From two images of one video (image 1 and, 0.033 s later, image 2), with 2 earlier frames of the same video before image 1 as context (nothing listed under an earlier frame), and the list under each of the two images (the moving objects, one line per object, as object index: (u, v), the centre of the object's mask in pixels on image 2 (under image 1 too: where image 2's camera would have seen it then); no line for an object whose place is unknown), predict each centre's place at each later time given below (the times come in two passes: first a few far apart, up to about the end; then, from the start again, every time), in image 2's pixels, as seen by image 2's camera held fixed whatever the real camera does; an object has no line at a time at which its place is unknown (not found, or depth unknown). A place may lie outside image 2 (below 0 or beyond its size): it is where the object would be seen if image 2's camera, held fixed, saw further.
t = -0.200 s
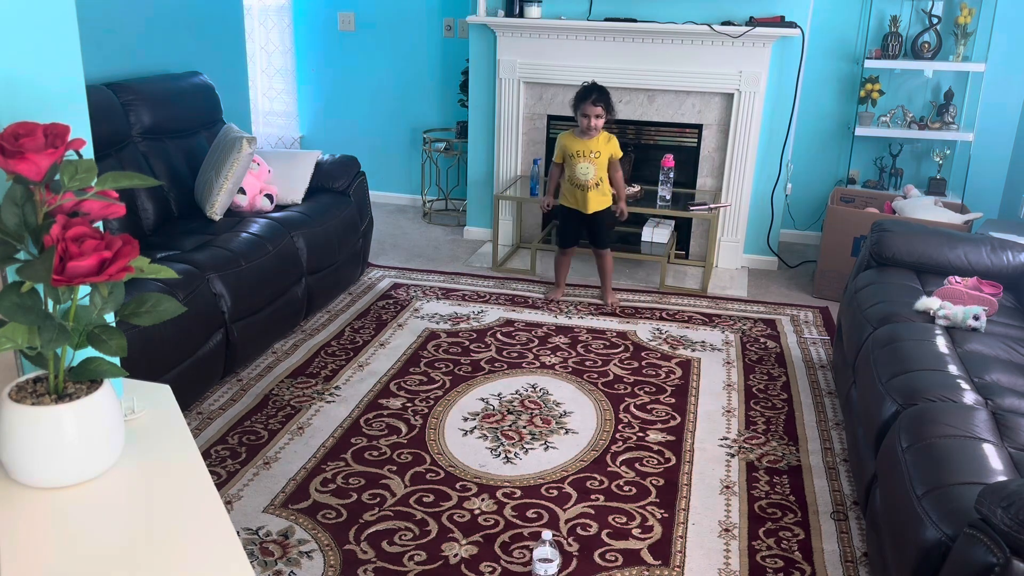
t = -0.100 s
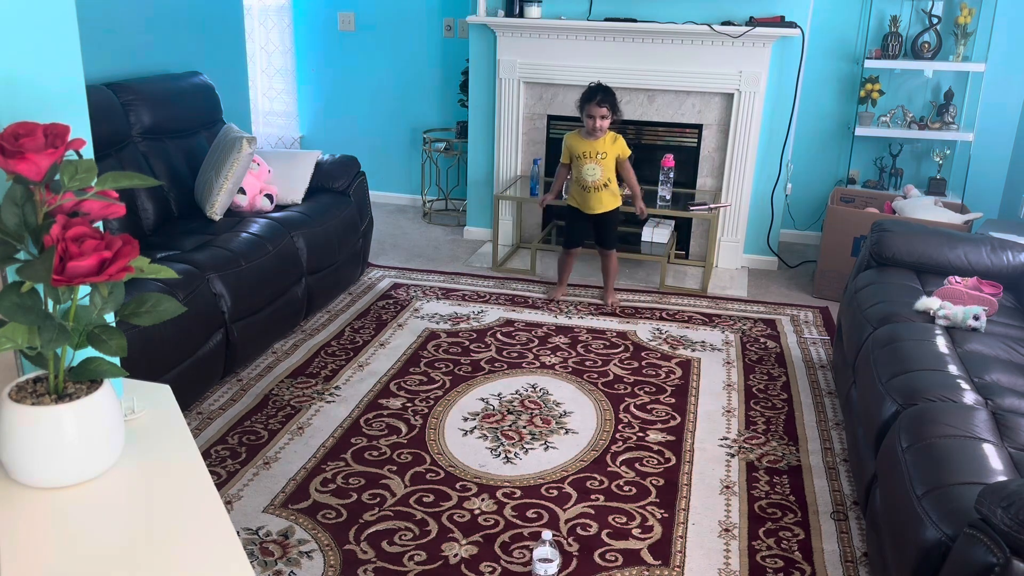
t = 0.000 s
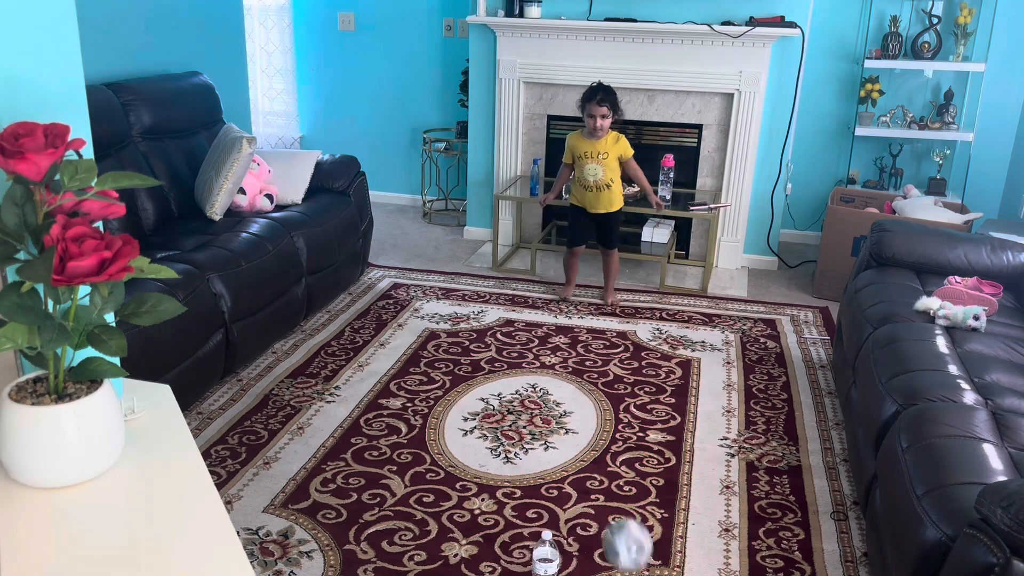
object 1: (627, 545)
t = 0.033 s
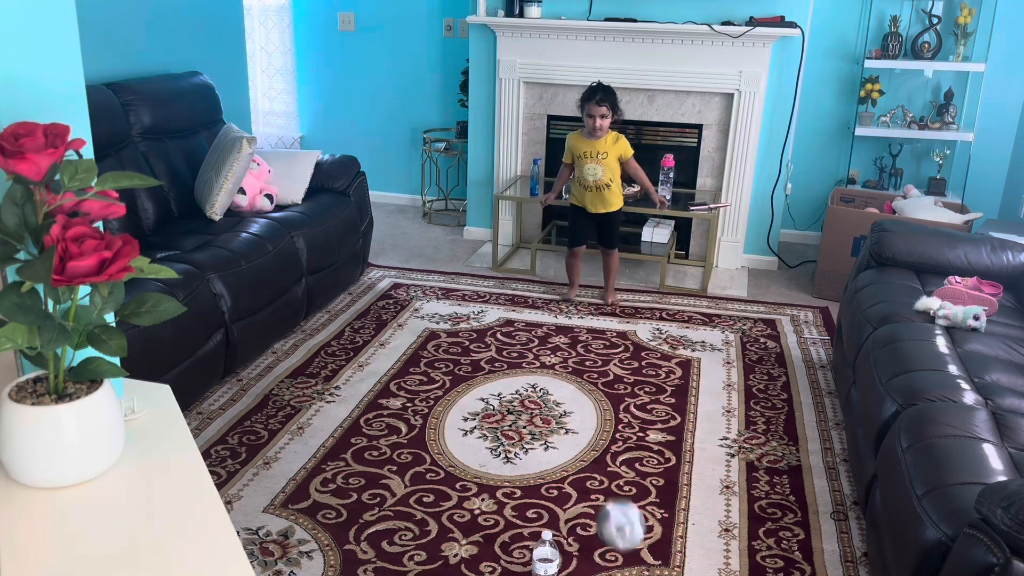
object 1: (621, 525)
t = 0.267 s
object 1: (576, 474)
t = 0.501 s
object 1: (537, 409)
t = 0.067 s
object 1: (615, 509)
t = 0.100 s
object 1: (607, 496)
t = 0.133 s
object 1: (600, 488)
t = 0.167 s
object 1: (593, 486)
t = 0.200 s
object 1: (588, 487)
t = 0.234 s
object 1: (582, 490)
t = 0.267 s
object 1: (576, 474)
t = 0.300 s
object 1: (569, 458)
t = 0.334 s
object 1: (563, 445)
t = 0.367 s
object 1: (557, 436)
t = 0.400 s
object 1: (552, 432)
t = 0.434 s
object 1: (547, 430)
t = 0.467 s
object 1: (542, 418)
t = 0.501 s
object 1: (537, 409)
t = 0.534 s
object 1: (531, 402)
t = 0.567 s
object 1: (527, 395)
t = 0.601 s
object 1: (522, 388)
